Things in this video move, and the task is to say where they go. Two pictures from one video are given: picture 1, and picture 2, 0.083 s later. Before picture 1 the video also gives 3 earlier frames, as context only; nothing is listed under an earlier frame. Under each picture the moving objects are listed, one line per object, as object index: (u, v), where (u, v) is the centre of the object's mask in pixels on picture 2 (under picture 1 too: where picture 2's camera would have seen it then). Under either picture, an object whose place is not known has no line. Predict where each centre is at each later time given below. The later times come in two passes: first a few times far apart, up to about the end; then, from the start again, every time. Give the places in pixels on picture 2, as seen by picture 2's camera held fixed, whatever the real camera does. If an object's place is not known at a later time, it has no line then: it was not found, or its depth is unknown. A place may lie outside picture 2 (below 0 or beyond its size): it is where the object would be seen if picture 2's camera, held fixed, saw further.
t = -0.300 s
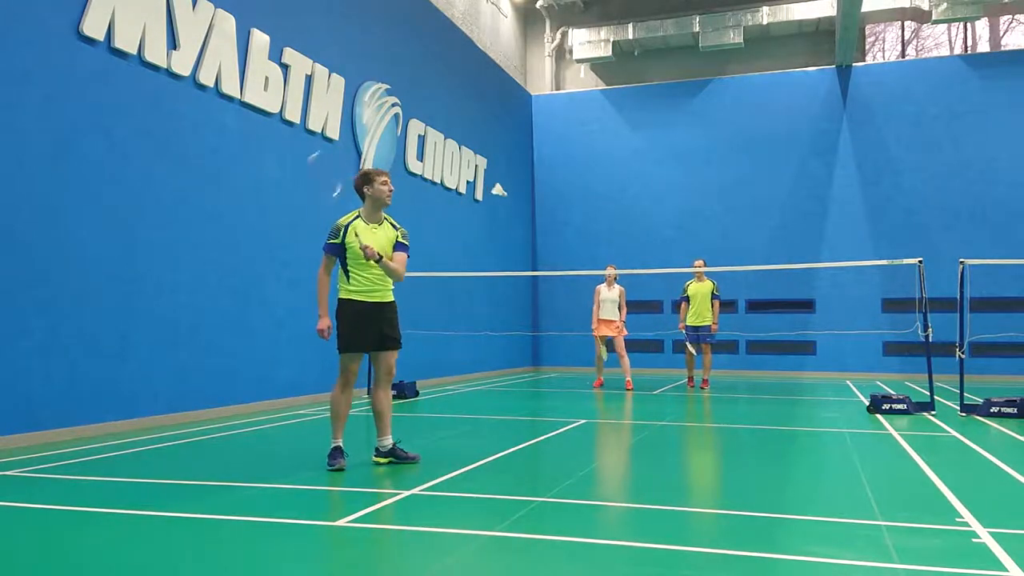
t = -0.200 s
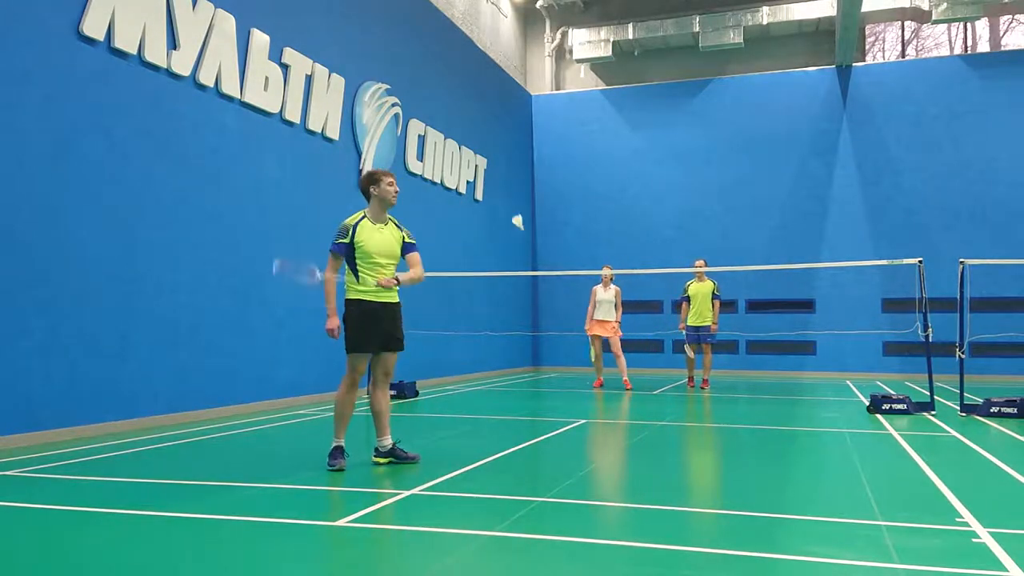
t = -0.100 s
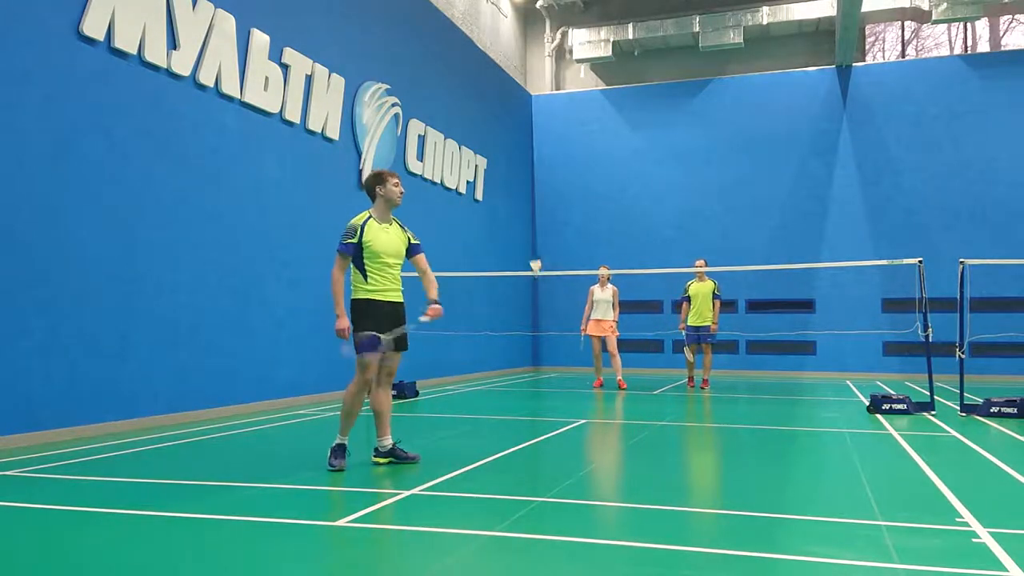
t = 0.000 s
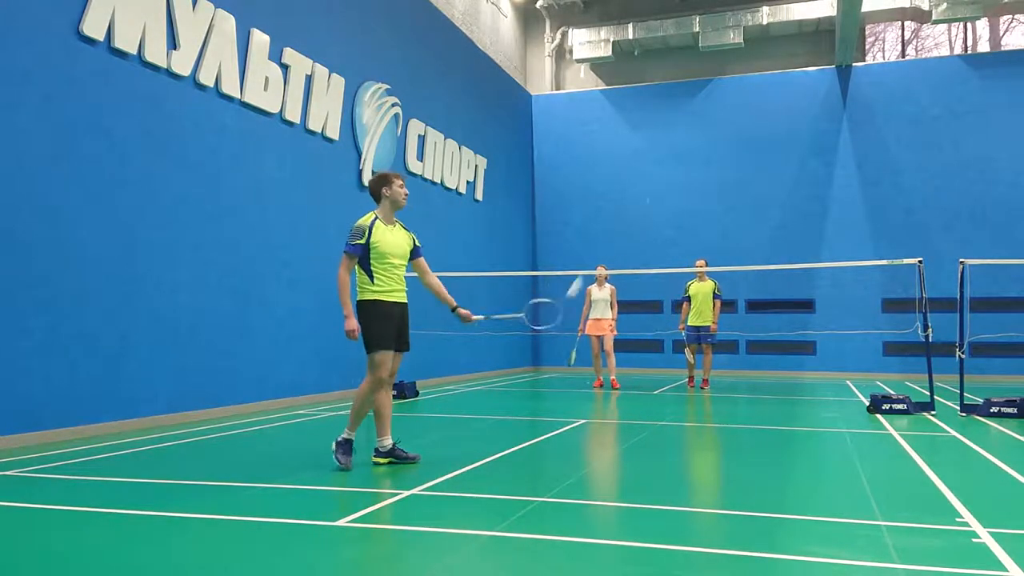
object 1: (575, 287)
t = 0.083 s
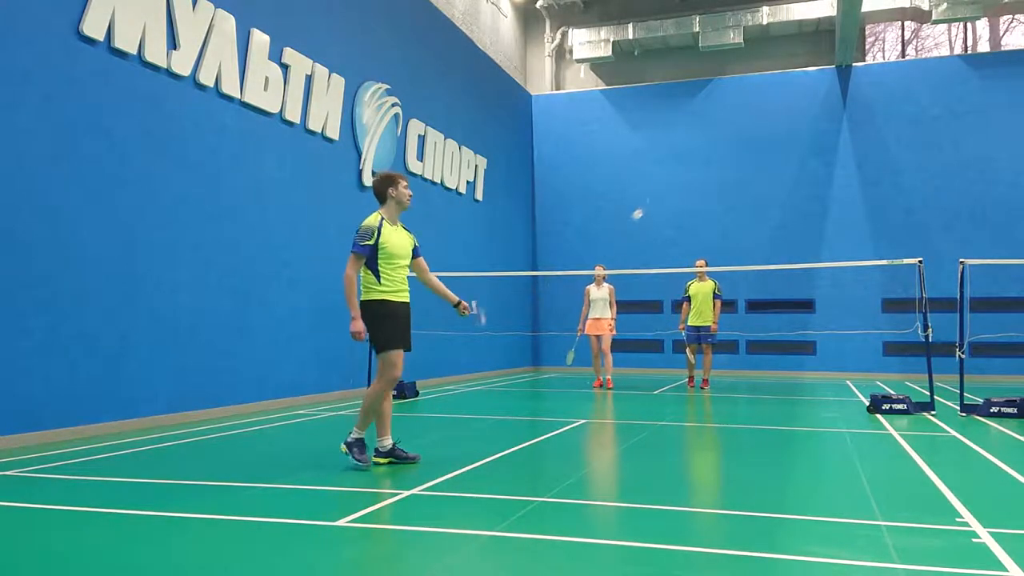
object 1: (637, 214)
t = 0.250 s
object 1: (691, 169)
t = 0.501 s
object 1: (728, 173)
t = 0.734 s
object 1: (751, 211)
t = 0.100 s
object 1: (645, 206)
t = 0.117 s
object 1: (652, 199)
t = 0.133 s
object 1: (658, 192)
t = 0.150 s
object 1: (664, 187)
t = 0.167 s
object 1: (670, 183)
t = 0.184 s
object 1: (675, 179)
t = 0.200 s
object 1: (680, 176)
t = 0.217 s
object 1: (684, 173)
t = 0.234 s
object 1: (688, 171)
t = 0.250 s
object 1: (691, 169)
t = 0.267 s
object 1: (695, 167)
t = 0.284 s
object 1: (698, 166)
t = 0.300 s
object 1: (701, 165)
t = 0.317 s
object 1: (704, 165)
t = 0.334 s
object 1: (707, 164)
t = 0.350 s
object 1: (709, 164)
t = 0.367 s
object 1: (712, 164)
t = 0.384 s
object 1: (714, 165)
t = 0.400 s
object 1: (716, 165)
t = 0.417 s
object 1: (718, 167)
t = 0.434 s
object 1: (721, 167)
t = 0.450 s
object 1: (723, 168)
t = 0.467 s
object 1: (725, 170)
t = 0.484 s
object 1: (726, 172)
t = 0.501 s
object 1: (728, 173)
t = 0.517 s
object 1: (730, 175)
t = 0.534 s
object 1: (732, 177)
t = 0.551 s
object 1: (734, 179)
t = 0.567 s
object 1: (736, 181)
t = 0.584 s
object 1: (737, 184)
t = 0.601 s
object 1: (739, 186)
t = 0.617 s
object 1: (740, 189)
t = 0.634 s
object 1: (742, 192)
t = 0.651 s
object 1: (743, 195)
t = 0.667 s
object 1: (745, 198)
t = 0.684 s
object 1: (746, 201)
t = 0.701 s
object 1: (747, 204)
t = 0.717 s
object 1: (749, 208)
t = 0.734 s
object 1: (751, 211)
